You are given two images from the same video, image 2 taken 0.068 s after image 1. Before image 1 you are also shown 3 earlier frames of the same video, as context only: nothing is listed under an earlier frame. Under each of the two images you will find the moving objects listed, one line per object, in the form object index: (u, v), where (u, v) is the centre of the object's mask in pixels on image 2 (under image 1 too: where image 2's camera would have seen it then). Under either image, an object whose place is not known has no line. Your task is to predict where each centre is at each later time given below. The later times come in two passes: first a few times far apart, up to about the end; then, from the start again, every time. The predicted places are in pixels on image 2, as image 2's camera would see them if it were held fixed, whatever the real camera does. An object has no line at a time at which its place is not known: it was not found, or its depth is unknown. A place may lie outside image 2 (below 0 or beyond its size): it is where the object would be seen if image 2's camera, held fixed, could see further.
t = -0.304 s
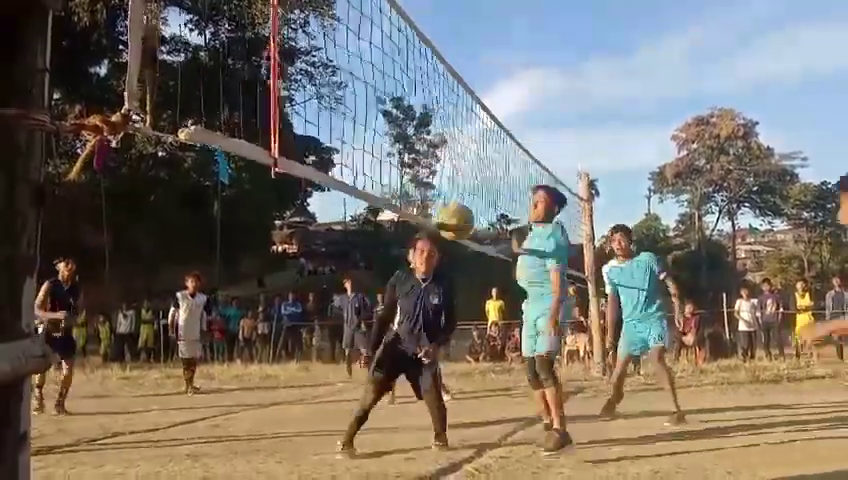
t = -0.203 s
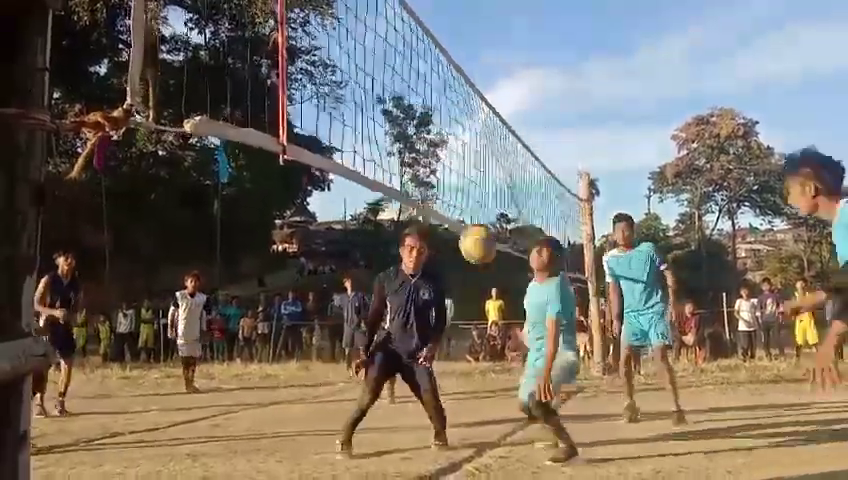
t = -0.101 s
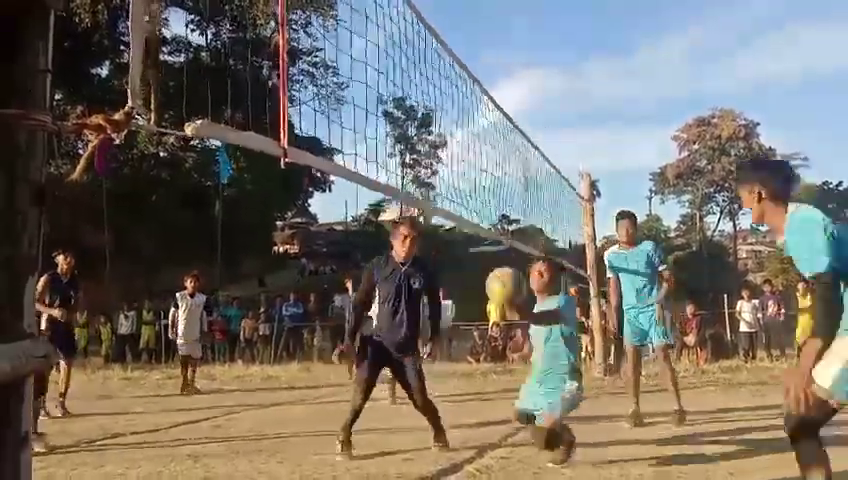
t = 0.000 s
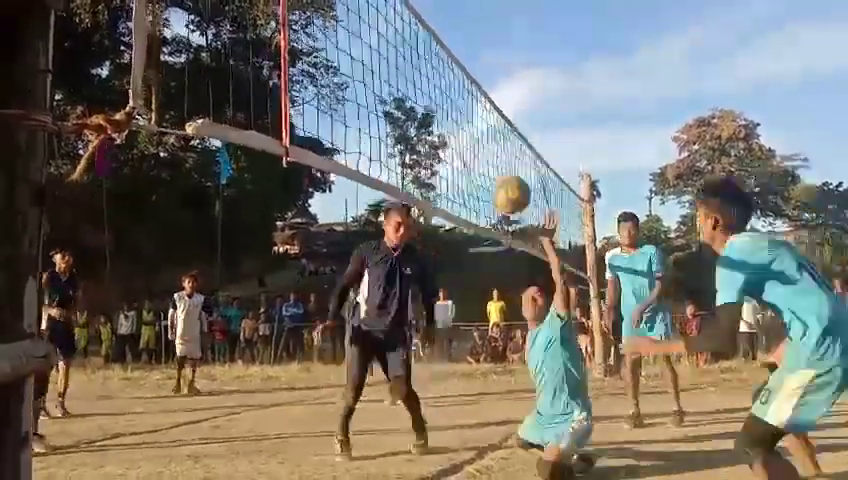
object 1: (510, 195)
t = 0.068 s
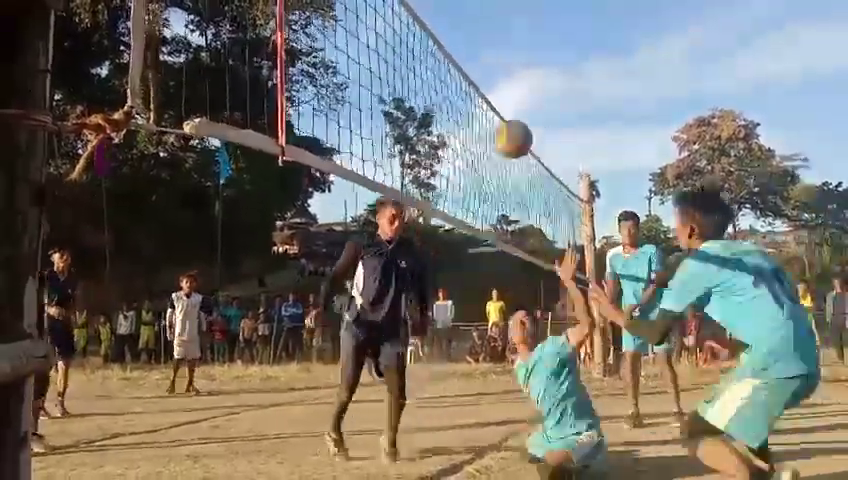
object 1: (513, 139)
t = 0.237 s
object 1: (523, 46)
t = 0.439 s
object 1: (535, 9)
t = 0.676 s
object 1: (550, 35)
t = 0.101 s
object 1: (514, 116)
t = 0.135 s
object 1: (517, 95)
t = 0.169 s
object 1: (519, 76)
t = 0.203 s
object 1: (521, 60)
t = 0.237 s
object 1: (523, 46)
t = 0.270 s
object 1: (524, 33)
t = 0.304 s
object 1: (526, 23)
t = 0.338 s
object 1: (529, 16)
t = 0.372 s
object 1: (531, 12)
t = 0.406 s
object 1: (533, 10)
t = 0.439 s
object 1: (535, 9)
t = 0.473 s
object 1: (537, 8)
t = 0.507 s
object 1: (539, 8)
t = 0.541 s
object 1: (541, 10)
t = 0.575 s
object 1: (544, 12)
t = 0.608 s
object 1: (546, 18)
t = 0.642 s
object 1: (549, 26)
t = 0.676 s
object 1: (550, 35)
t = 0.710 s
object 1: (552, 46)
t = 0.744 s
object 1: (554, 59)
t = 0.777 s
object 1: (556, 72)
